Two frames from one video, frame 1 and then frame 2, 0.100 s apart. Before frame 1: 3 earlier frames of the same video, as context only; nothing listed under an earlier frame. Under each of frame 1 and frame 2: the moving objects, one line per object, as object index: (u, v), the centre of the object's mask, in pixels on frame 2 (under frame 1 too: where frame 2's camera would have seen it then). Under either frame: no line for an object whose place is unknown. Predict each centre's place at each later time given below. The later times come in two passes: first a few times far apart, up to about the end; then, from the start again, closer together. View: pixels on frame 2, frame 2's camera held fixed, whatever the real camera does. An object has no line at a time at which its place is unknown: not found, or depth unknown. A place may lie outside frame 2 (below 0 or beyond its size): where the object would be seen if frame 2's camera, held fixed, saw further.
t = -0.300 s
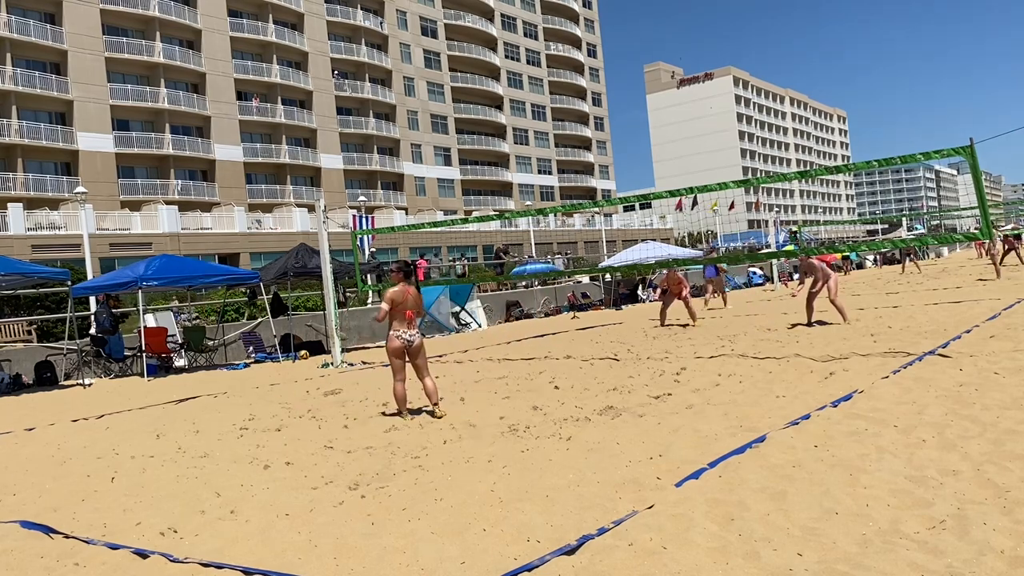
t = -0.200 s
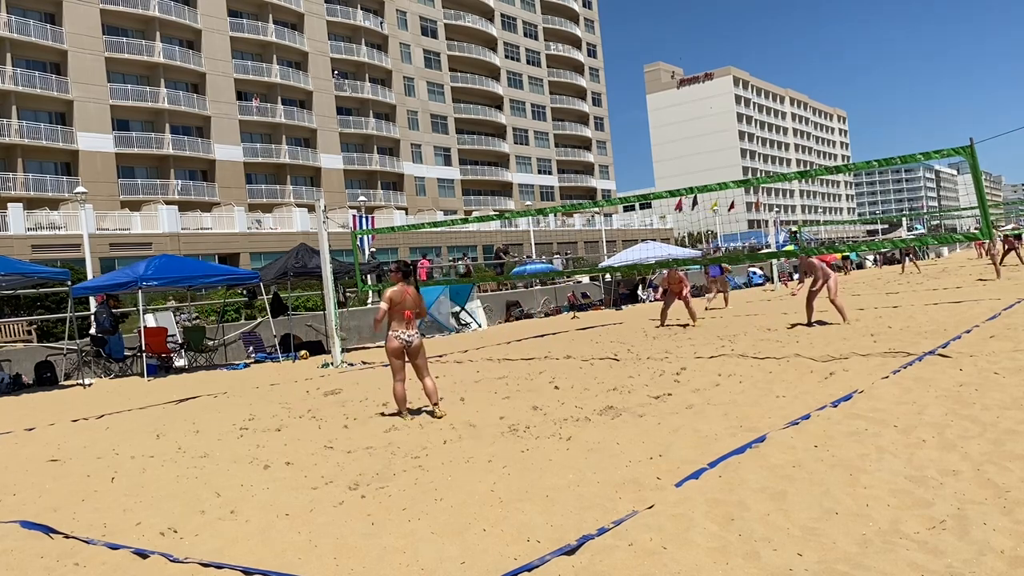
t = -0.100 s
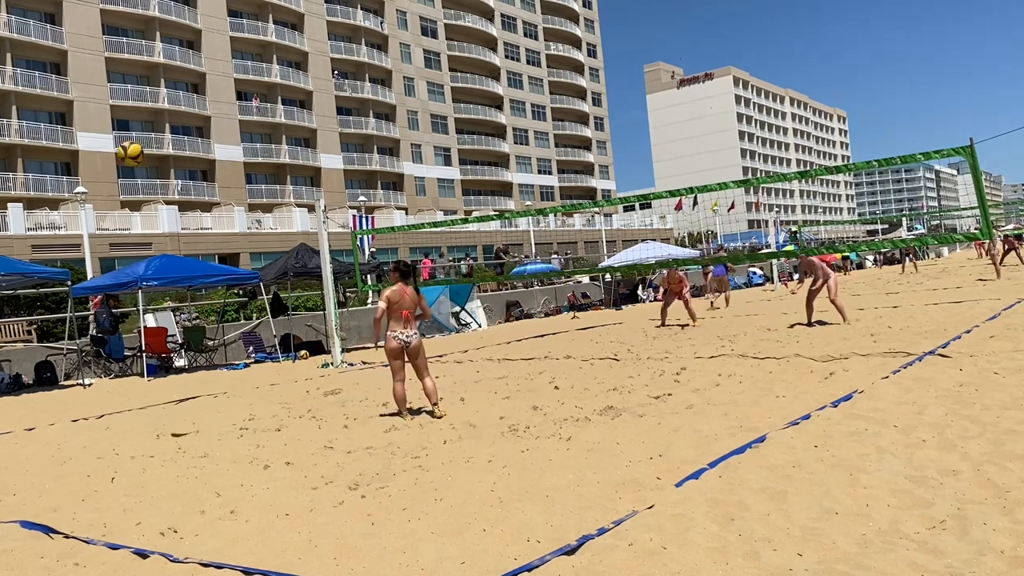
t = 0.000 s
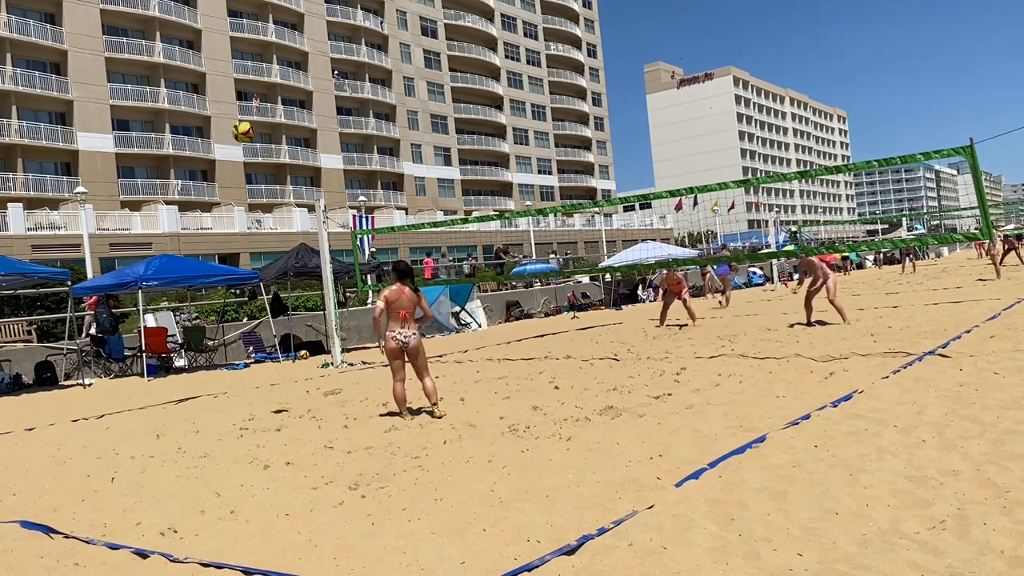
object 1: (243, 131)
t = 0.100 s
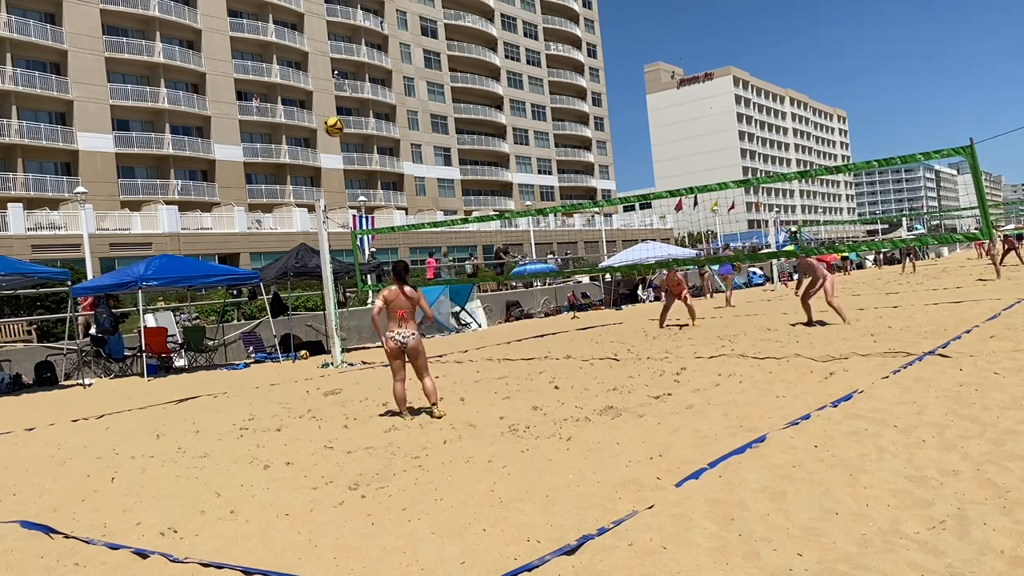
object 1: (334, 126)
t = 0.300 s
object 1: (470, 143)
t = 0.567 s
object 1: (594, 194)
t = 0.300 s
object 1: (470, 143)
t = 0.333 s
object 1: (489, 148)
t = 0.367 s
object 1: (506, 154)
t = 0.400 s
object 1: (523, 159)
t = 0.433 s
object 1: (539, 166)
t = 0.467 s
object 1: (554, 172)
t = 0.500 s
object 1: (569, 178)
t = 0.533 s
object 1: (582, 186)
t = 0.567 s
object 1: (594, 194)
